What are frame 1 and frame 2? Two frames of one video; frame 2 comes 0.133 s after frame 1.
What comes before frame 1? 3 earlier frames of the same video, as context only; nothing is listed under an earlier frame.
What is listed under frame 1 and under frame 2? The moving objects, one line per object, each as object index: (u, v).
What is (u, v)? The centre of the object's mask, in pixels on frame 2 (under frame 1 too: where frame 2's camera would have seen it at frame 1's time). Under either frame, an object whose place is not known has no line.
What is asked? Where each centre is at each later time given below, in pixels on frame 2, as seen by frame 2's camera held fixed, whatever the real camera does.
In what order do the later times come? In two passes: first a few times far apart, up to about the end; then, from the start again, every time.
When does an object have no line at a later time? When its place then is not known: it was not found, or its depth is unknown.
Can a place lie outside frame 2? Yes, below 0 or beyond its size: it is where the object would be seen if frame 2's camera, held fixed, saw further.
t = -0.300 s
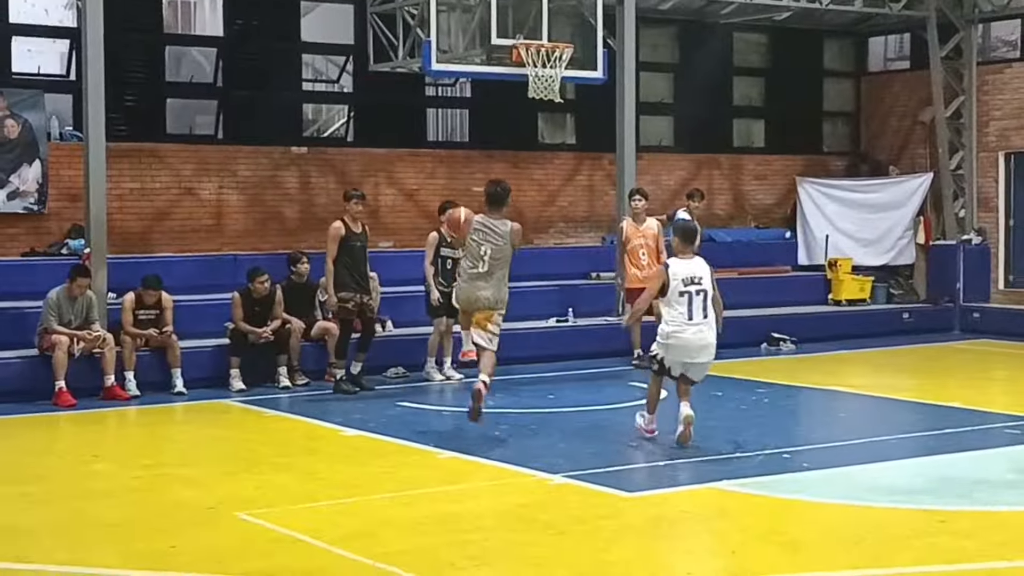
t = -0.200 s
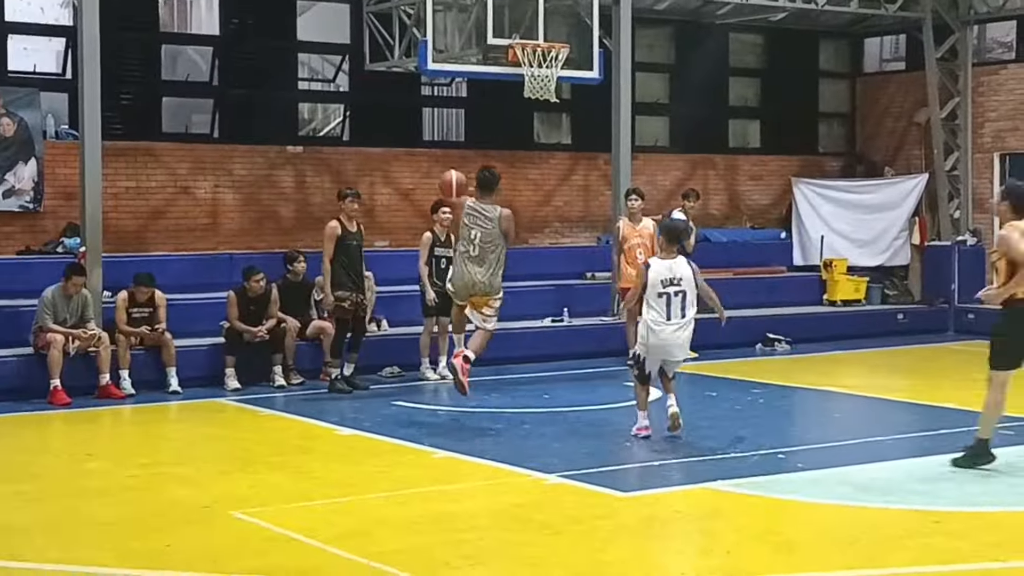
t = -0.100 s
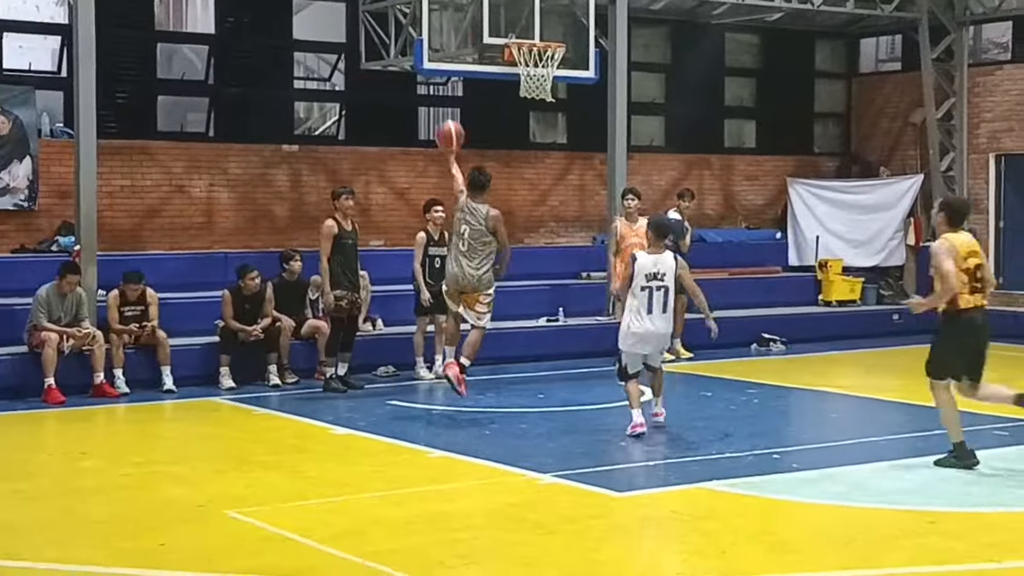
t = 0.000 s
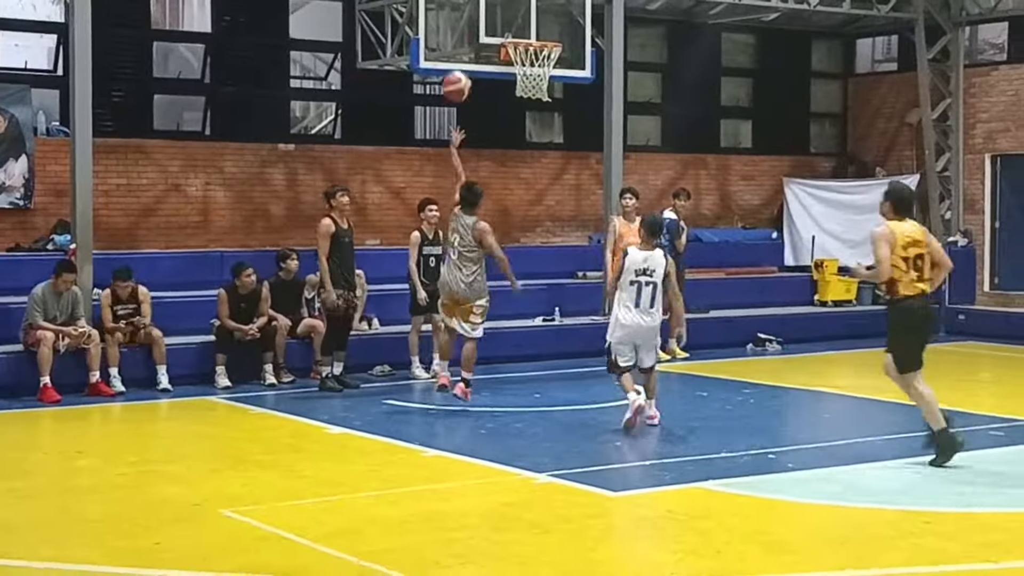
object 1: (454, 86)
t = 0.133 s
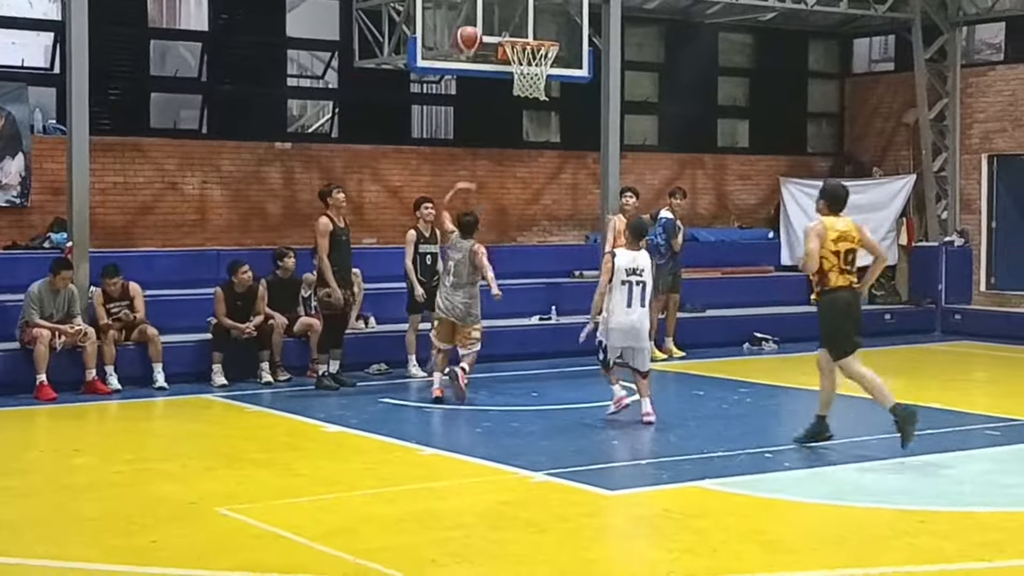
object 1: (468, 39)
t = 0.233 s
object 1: (478, 23)
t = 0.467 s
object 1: (501, 24)
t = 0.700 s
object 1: (533, 33)
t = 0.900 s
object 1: (551, 69)
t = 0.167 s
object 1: (472, 31)
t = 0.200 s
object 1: (475, 27)
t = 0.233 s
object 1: (478, 23)
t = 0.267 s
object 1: (483, 20)
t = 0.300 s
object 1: (486, 17)
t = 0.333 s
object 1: (489, 15)
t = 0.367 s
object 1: (492, 15)
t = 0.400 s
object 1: (496, 15)
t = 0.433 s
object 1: (497, 21)
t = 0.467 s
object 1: (501, 24)
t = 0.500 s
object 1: (507, 25)
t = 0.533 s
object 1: (512, 26)
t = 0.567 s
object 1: (515, 25)
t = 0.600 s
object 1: (520, 27)
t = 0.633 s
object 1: (525, 28)
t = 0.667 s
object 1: (529, 31)
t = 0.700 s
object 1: (533, 33)
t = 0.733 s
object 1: (538, 36)
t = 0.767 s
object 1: (542, 38)
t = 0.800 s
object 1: (547, 54)
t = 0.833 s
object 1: (547, 60)
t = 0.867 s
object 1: (550, 65)
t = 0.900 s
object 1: (551, 69)
